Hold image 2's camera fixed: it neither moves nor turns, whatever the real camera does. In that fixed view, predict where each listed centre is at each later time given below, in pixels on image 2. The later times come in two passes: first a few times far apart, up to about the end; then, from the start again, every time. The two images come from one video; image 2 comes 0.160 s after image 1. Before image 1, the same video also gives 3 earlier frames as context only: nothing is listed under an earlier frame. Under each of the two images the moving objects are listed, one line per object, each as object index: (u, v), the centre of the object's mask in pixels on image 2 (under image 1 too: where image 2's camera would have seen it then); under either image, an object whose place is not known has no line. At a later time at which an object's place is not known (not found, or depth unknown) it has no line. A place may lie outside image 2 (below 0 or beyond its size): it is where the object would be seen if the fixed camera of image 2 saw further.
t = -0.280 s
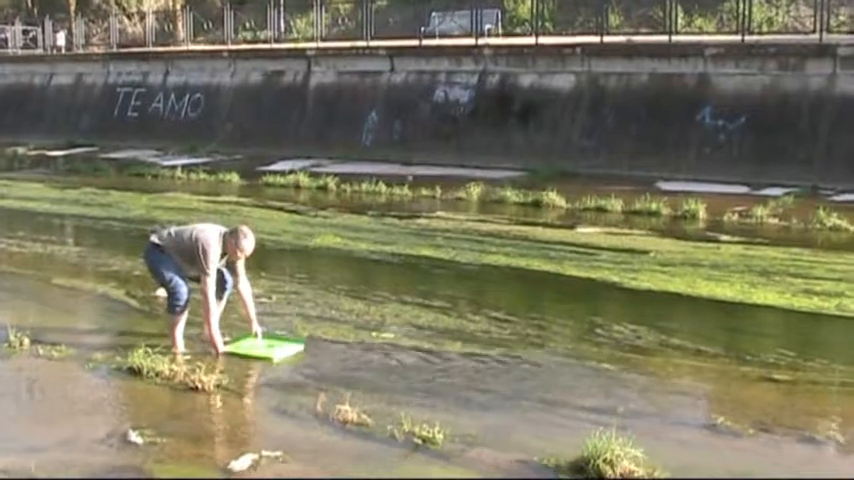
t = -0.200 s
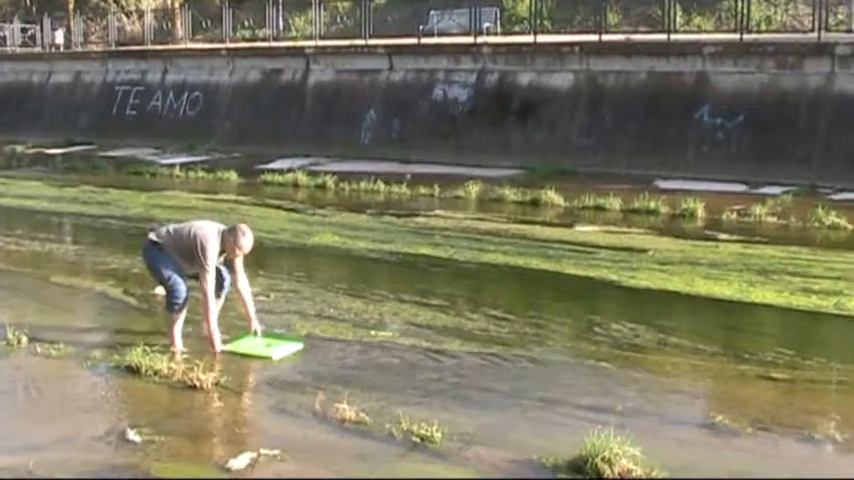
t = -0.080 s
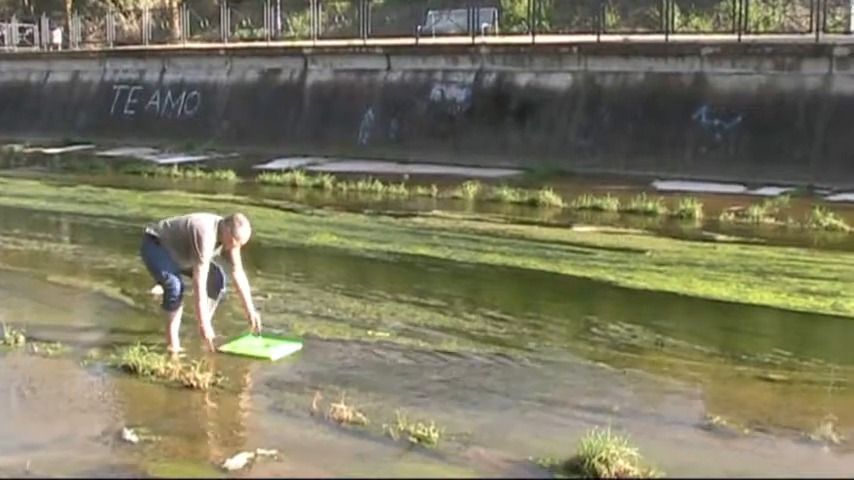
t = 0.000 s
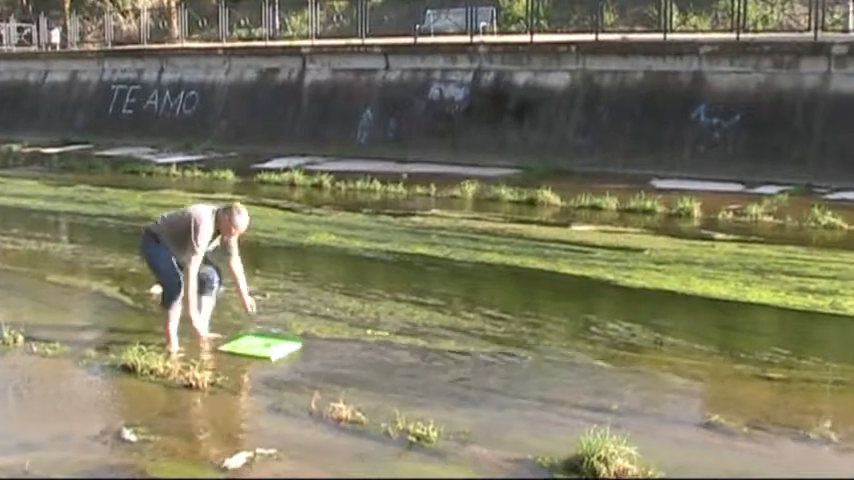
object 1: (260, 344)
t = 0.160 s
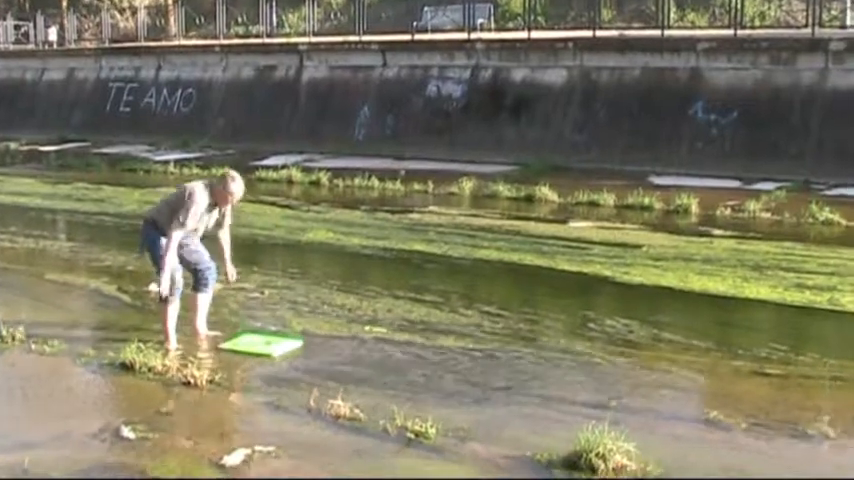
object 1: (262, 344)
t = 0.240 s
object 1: (265, 345)
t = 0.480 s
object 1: (268, 345)
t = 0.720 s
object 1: (276, 346)
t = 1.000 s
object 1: (284, 347)
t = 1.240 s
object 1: (291, 348)
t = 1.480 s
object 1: (299, 349)
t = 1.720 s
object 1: (308, 350)
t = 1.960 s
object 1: (318, 351)
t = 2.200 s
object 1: (329, 352)
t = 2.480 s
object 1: (342, 353)
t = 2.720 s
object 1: (354, 354)
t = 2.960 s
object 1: (366, 355)
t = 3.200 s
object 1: (378, 355)
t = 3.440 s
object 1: (392, 357)
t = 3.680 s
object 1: (403, 357)
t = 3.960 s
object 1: (417, 359)
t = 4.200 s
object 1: (430, 360)
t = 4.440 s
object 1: (442, 361)
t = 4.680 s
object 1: (454, 362)
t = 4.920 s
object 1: (466, 363)
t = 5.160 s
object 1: (478, 364)
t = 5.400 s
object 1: (490, 365)
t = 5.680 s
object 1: (504, 367)
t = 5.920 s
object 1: (516, 368)
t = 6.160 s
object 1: (528, 368)
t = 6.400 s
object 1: (541, 370)
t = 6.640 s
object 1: (554, 371)
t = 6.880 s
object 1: (565, 371)
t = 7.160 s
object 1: (578, 373)
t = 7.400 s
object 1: (589, 374)
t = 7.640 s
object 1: (600, 375)
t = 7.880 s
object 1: (611, 376)
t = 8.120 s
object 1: (621, 377)
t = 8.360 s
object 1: (631, 378)
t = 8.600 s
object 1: (640, 379)
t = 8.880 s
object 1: (652, 380)
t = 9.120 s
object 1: (662, 382)
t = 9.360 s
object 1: (672, 383)
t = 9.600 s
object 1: (682, 384)
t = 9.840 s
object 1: (692, 385)
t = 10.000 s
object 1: (699, 386)
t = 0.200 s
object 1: (264, 344)
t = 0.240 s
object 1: (265, 345)
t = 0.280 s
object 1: (265, 345)
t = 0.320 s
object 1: (266, 345)
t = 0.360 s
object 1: (266, 345)
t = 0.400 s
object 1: (267, 345)
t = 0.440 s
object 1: (268, 345)
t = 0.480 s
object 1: (268, 345)
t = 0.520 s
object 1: (270, 346)
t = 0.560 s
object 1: (271, 346)
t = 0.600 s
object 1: (272, 346)
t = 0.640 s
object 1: (273, 346)
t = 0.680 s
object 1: (275, 346)
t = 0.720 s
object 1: (276, 346)
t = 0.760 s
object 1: (276, 347)
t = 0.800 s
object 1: (277, 347)
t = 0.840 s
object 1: (279, 347)
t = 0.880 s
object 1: (280, 347)
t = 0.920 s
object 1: (281, 347)
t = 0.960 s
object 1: (282, 347)
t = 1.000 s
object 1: (284, 347)
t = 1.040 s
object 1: (285, 347)
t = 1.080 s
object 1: (285, 347)
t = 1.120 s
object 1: (287, 347)
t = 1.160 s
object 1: (288, 347)
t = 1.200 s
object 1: (290, 348)
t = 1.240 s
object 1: (291, 348)
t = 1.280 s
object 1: (292, 348)
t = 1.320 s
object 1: (293, 348)
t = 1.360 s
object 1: (295, 348)
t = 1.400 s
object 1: (296, 349)
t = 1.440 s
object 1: (297, 349)
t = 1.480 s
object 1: (299, 349)
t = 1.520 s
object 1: (300, 349)
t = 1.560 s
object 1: (302, 349)
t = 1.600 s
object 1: (303, 349)
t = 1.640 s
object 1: (305, 350)
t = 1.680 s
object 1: (306, 350)
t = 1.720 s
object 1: (308, 350)
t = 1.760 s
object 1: (310, 350)
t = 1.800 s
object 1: (312, 350)
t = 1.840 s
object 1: (313, 350)
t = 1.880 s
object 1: (315, 351)
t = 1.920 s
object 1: (317, 350)
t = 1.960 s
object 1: (318, 351)
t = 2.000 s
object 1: (320, 351)
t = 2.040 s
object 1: (321, 351)
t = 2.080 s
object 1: (323, 351)
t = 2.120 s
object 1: (325, 351)
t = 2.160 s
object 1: (327, 351)
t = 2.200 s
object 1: (329, 352)
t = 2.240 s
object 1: (331, 351)
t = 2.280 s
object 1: (333, 352)
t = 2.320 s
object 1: (335, 352)
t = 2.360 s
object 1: (336, 352)
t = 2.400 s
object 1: (338, 352)
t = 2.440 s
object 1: (340, 352)
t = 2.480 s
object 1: (342, 353)
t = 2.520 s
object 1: (345, 353)
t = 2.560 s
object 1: (347, 353)
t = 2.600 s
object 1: (348, 353)
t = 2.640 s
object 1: (350, 354)
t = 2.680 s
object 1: (352, 354)
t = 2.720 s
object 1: (354, 354)
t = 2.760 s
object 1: (356, 354)
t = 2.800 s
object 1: (358, 354)
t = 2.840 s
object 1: (360, 354)
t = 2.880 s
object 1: (362, 354)
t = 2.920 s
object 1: (364, 355)
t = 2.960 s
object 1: (366, 355)
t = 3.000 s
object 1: (369, 355)
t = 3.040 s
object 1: (370, 355)
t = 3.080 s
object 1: (373, 355)
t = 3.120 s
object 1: (374, 355)
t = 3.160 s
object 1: (377, 355)
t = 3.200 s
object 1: (378, 355)
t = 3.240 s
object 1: (381, 356)
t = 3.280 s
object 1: (382, 356)
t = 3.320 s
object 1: (384, 356)
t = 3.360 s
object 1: (386, 356)
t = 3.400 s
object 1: (389, 356)
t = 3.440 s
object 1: (392, 357)
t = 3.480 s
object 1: (393, 357)
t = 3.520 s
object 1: (395, 357)
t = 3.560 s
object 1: (397, 357)
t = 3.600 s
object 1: (399, 357)
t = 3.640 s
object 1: (401, 357)
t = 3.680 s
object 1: (403, 357)
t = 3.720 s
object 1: (405, 357)
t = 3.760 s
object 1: (407, 358)
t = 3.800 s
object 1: (409, 358)
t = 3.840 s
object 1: (411, 358)
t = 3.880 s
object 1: (413, 359)
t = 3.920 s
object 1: (415, 359)
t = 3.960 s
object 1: (417, 359)
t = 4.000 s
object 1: (419, 359)
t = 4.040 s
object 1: (420, 359)
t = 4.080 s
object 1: (423, 359)
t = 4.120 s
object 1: (425, 359)
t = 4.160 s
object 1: (427, 360)
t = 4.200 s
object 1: (430, 360)
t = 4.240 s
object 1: (432, 360)
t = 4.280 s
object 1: (434, 360)
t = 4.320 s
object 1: (436, 360)
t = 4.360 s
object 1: (438, 361)
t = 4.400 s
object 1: (440, 361)
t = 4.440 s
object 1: (442, 361)
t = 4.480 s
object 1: (444, 361)
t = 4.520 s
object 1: (446, 361)
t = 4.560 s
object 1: (448, 362)
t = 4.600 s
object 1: (450, 362)
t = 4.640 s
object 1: (452, 362)
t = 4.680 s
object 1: (454, 362)
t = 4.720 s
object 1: (456, 362)
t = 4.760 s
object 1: (458, 363)
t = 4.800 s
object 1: (460, 363)
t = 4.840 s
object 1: (462, 363)
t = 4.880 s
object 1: (464, 363)
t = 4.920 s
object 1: (466, 363)
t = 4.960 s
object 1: (468, 363)
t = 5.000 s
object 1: (470, 364)
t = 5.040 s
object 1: (472, 364)
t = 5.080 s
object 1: (474, 364)
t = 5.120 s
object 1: (476, 364)
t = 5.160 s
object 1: (478, 364)
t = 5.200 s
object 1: (480, 364)
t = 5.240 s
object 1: (482, 364)
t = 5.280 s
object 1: (484, 365)
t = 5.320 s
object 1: (486, 365)
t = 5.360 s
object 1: (488, 365)
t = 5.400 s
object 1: (490, 365)
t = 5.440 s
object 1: (492, 365)
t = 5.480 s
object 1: (495, 366)
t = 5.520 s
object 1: (496, 366)
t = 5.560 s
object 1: (498, 366)
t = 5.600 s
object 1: (500, 366)
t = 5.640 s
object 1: (502, 366)
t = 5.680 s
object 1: (504, 367)
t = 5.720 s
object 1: (506, 367)
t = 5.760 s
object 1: (508, 367)
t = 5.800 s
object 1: (510, 367)
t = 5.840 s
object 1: (512, 367)
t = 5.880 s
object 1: (514, 368)
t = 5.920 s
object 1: (516, 368)
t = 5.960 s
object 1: (518, 368)
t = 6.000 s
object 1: (520, 368)
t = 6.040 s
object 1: (523, 368)
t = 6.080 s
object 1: (525, 369)
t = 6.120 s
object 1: (526, 369)
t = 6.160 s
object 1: (528, 368)
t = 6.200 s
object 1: (530, 369)
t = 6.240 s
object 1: (532, 369)
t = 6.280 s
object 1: (534, 369)
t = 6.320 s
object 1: (536, 369)
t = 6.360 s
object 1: (538, 370)
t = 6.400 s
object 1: (541, 370)
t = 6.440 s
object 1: (542, 370)
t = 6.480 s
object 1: (545, 370)
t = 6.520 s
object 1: (547, 370)
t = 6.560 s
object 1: (548, 370)
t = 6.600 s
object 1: (551, 371)
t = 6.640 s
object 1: (554, 371)
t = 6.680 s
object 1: (555, 371)
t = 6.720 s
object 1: (557, 371)
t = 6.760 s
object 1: (560, 371)
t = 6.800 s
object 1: (562, 371)
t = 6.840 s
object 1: (564, 372)
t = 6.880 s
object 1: (565, 371)
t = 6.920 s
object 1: (567, 372)
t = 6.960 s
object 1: (569, 372)
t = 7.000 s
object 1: (571, 372)
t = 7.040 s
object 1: (572, 372)
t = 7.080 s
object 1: (575, 373)
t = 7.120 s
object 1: (577, 373)
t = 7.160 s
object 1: (578, 373)
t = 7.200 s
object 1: (580, 373)
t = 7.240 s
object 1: (582, 373)
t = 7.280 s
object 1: (584, 373)
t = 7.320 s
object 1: (586, 373)
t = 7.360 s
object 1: (588, 374)
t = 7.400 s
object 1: (589, 374)
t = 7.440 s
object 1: (591, 374)
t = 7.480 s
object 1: (593, 374)
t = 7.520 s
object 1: (595, 375)
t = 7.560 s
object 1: (596, 375)
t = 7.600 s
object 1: (598, 375)
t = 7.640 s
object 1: (600, 375)
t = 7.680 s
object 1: (602, 375)
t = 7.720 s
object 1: (604, 375)
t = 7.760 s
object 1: (605, 376)
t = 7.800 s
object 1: (608, 376)
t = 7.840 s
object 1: (609, 376)
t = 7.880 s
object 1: (611, 376)
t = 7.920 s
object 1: (612, 376)
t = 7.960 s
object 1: (614, 376)
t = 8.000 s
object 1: (616, 377)
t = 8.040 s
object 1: (618, 377)
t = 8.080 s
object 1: (619, 377)
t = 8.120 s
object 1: (621, 377)
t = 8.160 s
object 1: (623, 377)
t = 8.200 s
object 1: (624, 377)
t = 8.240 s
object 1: (626, 377)
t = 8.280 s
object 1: (628, 378)
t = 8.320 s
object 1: (629, 378)
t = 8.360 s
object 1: (631, 378)
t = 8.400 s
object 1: (632, 378)
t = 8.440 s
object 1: (634, 378)
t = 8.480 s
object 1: (636, 378)
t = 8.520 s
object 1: (638, 378)
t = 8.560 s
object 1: (639, 379)
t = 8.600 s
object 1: (640, 379)
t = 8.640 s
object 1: (643, 379)
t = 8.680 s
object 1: (644, 380)
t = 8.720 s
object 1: (646, 380)
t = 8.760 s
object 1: (647, 380)
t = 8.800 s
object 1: (649, 380)
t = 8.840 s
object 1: (651, 381)
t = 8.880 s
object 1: (652, 380)
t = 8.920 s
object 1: (654, 381)
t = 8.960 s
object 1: (656, 381)
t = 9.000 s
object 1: (658, 381)
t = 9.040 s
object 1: (659, 381)
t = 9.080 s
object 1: (660, 381)
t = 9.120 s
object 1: (662, 382)
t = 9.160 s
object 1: (664, 382)
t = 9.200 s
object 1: (666, 382)
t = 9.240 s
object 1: (668, 382)
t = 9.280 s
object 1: (669, 383)
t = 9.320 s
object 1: (671, 383)
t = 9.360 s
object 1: (672, 383)
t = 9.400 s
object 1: (674, 383)
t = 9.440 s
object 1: (676, 383)
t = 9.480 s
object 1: (677, 384)
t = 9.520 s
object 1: (679, 384)
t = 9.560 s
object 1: (680, 384)
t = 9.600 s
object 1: (682, 384)
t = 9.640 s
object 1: (684, 384)
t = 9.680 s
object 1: (685, 384)
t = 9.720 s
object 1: (687, 384)
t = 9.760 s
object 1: (689, 385)
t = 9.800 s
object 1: (691, 385)
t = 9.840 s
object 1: (692, 385)
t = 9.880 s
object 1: (694, 385)
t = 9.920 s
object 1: (696, 385)
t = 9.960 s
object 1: (697, 386)
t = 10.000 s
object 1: (699, 386)
